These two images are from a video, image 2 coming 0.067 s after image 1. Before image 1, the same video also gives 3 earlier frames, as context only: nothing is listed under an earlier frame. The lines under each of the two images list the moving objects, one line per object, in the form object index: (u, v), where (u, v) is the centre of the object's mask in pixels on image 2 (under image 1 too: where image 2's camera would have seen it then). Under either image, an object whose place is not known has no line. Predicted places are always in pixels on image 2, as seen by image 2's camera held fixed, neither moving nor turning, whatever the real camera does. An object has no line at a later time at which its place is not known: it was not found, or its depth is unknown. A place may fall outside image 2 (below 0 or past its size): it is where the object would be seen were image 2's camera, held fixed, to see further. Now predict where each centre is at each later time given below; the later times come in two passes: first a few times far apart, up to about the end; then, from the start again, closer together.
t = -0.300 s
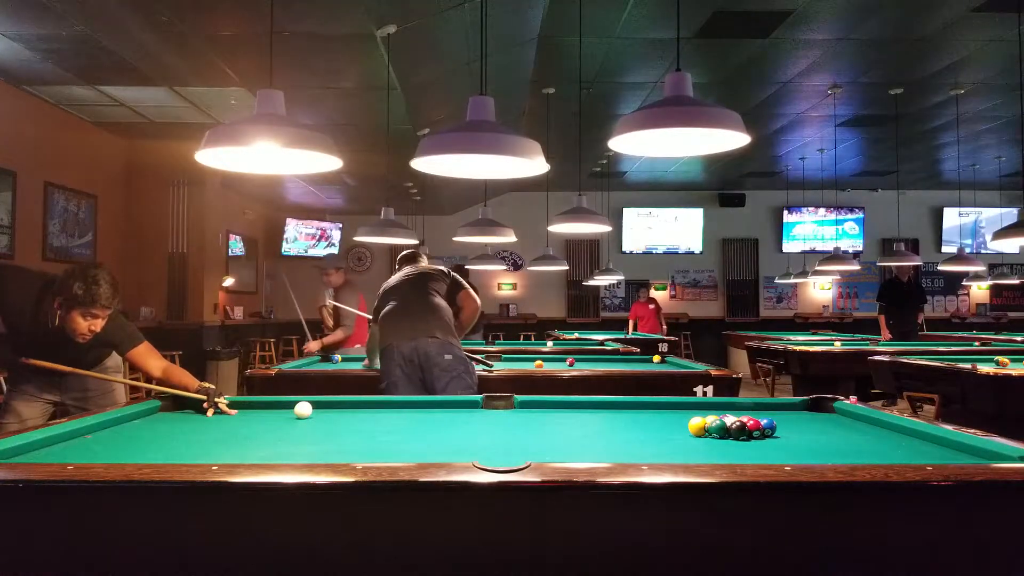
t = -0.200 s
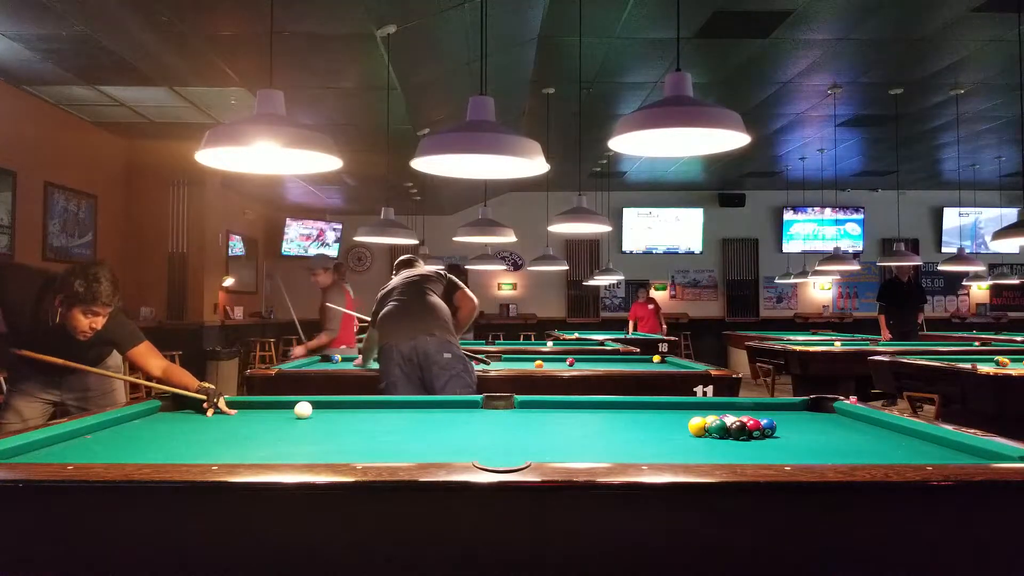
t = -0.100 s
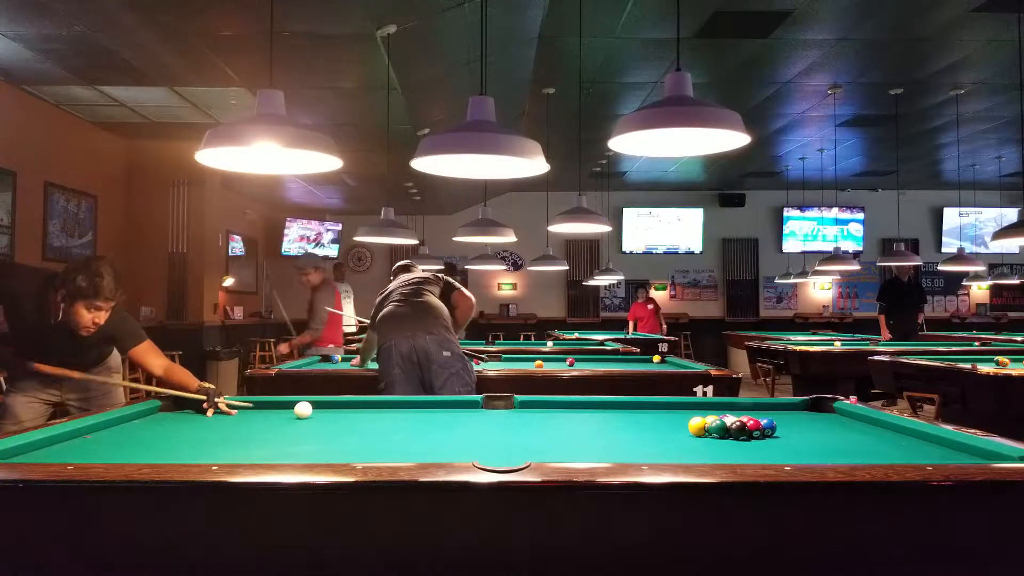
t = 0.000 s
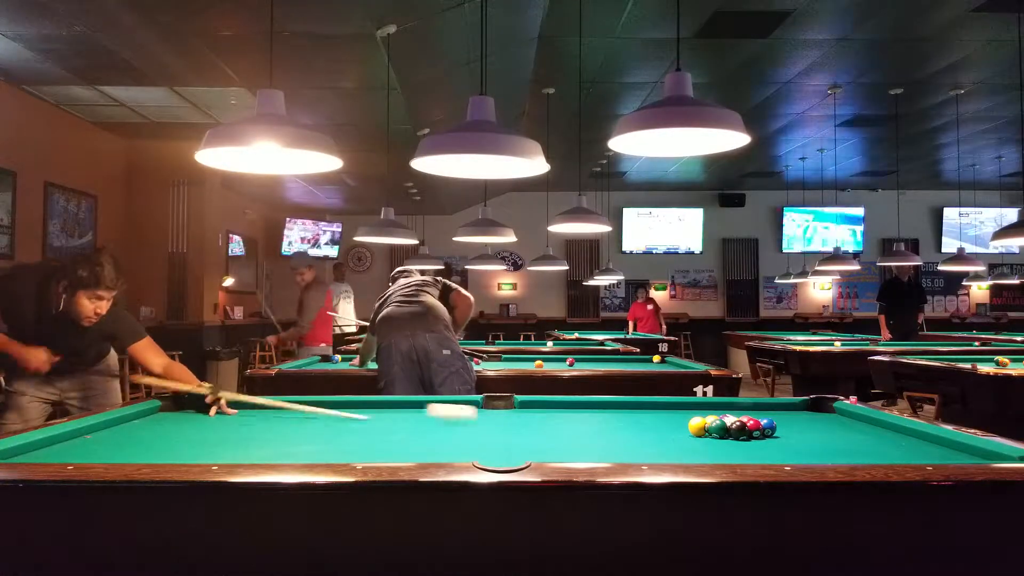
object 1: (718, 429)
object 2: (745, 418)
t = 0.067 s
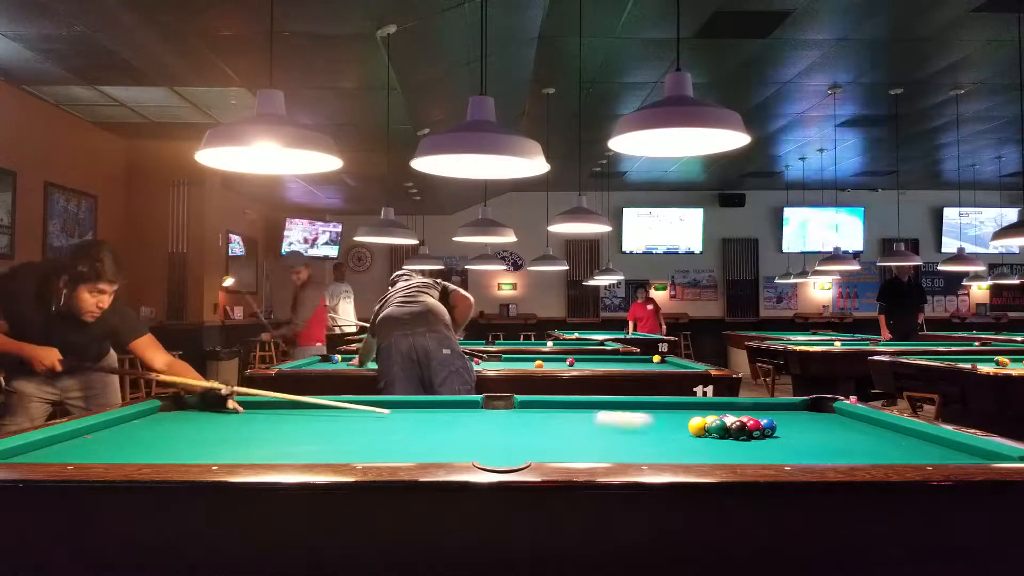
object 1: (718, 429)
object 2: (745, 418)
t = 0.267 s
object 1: (728, 441)
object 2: (825, 421)
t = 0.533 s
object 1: (740, 454)
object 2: (826, 415)
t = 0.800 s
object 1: (704, 452)
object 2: (756, 413)
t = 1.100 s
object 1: (653, 454)
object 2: (685, 409)
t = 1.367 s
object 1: (610, 455)
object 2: (628, 406)
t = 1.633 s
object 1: (568, 455)
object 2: (576, 404)
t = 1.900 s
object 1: (534, 455)
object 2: (532, 403)
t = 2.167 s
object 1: (504, 458)
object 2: (496, 403)
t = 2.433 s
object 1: (477, 455)
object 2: (462, 404)
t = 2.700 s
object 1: (452, 453)
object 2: (429, 405)
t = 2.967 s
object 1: (430, 452)
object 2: (396, 406)
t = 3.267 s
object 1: (406, 449)
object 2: (360, 407)
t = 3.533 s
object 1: (396, 449)
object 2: (331, 408)
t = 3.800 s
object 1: (380, 450)
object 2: (302, 409)
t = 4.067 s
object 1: (369, 448)
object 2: (306, 409)
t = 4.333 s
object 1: (361, 447)
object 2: (307, 408)
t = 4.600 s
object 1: (354, 444)
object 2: (308, 408)
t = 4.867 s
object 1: (348, 440)
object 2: (308, 408)
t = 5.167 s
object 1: (340, 439)
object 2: (308, 408)
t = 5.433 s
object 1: (335, 439)
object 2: (308, 408)
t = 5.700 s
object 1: (333, 439)
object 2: (308, 408)
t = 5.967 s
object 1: (334, 439)
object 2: (308, 408)
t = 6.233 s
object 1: (334, 439)
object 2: (308, 408)
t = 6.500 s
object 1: (334, 439)
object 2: (308, 408)
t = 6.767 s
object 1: (334, 439)
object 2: (308, 408)
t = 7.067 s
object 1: (334, 439)
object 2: (308, 408)
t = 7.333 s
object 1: (334, 439)
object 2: (308, 408)
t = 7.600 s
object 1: (334, 439)
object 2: (308, 408)
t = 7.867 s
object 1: (334, 439)
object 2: (308, 408)
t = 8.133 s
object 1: (334, 439)
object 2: (308, 408)
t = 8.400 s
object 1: (334, 439)
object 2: (308, 408)
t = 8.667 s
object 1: (334, 439)
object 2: (308, 408)
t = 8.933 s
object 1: (334, 439)
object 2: (308, 408)
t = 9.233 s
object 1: (334, 439)
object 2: (308, 408)
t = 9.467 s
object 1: (334, 439)
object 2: (308, 408)
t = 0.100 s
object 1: (719, 430)
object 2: (749, 419)
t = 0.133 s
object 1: (721, 432)
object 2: (769, 423)
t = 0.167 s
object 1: (723, 434)
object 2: (785, 423)
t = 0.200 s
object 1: (726, 437)
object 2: (799, 422)
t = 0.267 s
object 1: (728, 441)
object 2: (825, 421)
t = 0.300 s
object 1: (730, 443)
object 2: (836, 420)
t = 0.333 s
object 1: (731, 445)
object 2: (847, 420)
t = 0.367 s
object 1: (732, 447)
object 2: (854, 417)
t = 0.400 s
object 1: (734, 449)
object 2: (865, 415)
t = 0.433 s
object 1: (736, 451)
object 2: (855, 416)
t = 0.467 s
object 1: (737, 452)
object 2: (845, 416)
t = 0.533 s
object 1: (740, 454)
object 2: (826, 415)
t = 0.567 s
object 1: (742, 456)
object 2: (817, 415)
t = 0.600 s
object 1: (743, 456)
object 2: (808, 415)
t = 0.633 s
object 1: (736, 456)
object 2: (799, 415)
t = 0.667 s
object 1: (729, 455)
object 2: (790, 414)
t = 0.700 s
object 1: (722, 455)
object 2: (782, 414)
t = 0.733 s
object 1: (716, 454)
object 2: (773, 414)
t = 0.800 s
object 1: (704, 452)
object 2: (756, 413)
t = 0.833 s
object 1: (697, 451)
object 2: (748, 413)
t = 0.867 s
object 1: (691, 452)
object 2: (740, 412)
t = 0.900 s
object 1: (686, 452)
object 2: (731, 412)
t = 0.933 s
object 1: (681, 453)
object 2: (723, 411)
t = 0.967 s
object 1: (675, 453)
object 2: (716, 411)
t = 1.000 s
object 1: (670, 453)
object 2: (708, 410)
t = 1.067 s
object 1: (659, 454)
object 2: (693, 410)
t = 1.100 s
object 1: (653, 454)
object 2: (685, 409)
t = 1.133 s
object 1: (648, 454)
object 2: (678, 409)
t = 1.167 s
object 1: (643, 454)
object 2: (671, 409)
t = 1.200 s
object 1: (637, 454)
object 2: (664, 408)
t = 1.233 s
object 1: (632, 454)
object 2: (657, 407)
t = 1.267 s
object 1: (626, 454)
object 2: (650, 405)
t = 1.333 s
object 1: (616, 454)
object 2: (635, 406)
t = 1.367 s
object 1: (610, 455)
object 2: (628, 406)
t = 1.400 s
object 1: (604, 455)
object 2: (622, 406)
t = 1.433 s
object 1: (599, 455)
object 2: (615, 406)
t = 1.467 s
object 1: (593, 455)
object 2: (609, 405)
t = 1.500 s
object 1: (588, 456)
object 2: (602, 405)
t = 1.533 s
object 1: (583, 455)
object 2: (595, 404)
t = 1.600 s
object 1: (573, 455)
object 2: (583, 404)
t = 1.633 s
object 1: (568, 455)
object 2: (576, 404)
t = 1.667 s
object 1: (564, 455)
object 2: (570, 404)
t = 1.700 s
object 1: (559, 455)
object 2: (564, 403)
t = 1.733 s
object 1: (555, 455)
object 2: (558, 403)
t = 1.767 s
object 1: (550, 455)
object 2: (552, 402)
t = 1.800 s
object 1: (546, 455)
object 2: (546, 402)
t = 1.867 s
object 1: (539, 455)
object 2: (537, 402)
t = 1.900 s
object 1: (534, 455)
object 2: (532, 403)
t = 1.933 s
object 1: (529, 456)
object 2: (528, 403)
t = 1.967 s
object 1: (525, 456)
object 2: (523, 403)
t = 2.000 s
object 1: (521, 457)
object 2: (519, 402)
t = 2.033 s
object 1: (517, 457)
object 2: (515, 403)
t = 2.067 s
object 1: (514, 457)
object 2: (511, 403)
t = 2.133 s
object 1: (507, 458)
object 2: (501, 403)
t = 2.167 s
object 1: (504, 458)
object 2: (496, 403)
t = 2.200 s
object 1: (500, 458)
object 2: (493, 399)
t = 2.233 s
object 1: (497, 457)
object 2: (487, 404)
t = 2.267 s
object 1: (493, 457)
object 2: (483, 404)
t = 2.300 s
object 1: (490, 457)
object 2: (479, 404)
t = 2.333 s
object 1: (487, 456)
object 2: (475, 404)
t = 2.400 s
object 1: (480, 455)
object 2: (466, 405)
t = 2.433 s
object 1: (477, 455)
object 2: (462, 404)
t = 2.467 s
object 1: (474, 454)
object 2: (458, 405)
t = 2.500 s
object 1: (470, 453)
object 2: (454, 405)
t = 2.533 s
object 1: (467, 453)
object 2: (449, 405)
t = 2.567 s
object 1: (464, 453)
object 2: (445, 405)
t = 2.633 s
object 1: (457, 453)
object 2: (437, 405)
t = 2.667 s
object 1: (455, 453)
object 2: (433, 405)
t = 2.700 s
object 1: (452, 453)
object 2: (429, 405)
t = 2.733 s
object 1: (449, 452)
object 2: (424, 405)
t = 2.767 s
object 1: (446, 452)
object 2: (420, 405)
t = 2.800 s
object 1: (443, 452)
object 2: (416, 406)
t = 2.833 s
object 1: (440, 452)
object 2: (412, 406)
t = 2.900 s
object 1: (435, 452)
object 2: (404, 406)
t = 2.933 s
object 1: (432, 452)
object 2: (400, 406)
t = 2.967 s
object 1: (430, 452)
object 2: (396, 406)
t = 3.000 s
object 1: (427, 452)
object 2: (392, 406)
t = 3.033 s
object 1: (425, 452)
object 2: (388, 406)
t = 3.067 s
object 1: (422, 452)
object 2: (384, 406)
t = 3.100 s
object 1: (420, 452)
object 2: (380, 406)
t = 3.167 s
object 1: (415, 451)
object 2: (372, 406)
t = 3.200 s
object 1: (410, 451)
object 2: (368, 407)
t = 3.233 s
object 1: (408, 450)
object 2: (364, 407)
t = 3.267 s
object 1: (406, 449)
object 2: (360, 407)
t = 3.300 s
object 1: (404, 449)
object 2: (357, 407)
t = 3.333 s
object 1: (402, 448)
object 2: (353, 407)
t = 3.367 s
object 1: (402, 447)
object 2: (349, 407)
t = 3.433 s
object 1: (401, 448)
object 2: (341, 408)
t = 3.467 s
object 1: (400, 449)
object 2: (338, 408)
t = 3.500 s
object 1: (398, 449)
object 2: (334, 408)
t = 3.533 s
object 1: (396, 449)
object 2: (331, 408)
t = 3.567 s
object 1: (394, 449)
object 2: (327, 408)
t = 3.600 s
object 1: (392, 449)
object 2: (323, 408)
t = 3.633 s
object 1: (390, 450)
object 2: (320, 408)
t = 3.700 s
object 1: (385, 450)
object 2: (312, 409)
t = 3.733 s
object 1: (383, 450)
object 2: (309, 409)
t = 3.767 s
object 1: (381, 450)
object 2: (305, 409)
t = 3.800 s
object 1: (380, 450)
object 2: (302, 409)
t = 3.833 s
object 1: (378, 450)
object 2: (303, 409)
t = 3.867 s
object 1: (377, 450)
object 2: (303, 409)
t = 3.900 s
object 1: (375, 449)
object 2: (304, 409)
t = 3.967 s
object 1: (373, 449)
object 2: (305, 409)
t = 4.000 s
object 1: (371, 449)
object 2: (305, 409)
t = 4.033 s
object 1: (370, 448)
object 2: (305, 409)
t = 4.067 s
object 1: (369, 448)
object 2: (306, 409)
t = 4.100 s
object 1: (368, 448)
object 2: (306, 408)
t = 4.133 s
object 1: (367, 448)
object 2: (306, 408)
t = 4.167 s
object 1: (366, 448)
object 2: (307, 408)
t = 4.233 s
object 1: (364, 447)
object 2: (307, 408)
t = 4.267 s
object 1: (363, 447)
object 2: (307, 408)
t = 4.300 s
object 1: (362, 447)
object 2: (307, 408)
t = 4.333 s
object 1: (361, 447)
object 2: (307, 408)
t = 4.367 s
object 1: (360, 447)
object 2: (307, 408)
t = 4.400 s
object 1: (359, 446)
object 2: (308, 408)
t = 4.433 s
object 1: (359, 446)
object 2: (308, 408)
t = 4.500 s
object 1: (357, 446)
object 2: (308, 408)
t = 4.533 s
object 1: (356, 445)
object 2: (308, 408)
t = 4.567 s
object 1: (355, 445)
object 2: (308, 408)
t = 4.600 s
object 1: (354, 444)
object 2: (308, 408)
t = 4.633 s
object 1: (354, 444)
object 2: (308, 408)
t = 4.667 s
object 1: (352, 443)
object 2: (308, 408)
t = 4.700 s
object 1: (352, 443)
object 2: (308, 408)
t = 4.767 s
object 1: (351, 442)
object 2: (308, 408)
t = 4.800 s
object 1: (350, 441)
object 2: (308, 408)
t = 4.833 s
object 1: (349, 441)
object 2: (308, 408)
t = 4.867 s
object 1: (348, 440)
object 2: (308, 408)
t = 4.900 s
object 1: (347, 440)
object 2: (308, 408)
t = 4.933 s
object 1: (346, 440)
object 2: (308, 408)
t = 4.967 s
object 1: (345, 439)
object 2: (308, 408)
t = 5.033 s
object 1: (343, 439)
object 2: (308, 408)
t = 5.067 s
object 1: (343, 439)
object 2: (308, 408)
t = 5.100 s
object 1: (341, 439)
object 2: (308, 408)
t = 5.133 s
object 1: (340, 438)
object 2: (308, 408)
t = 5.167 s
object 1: (340, 439)
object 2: (308, 408)
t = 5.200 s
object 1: (339, 438)
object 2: (308, 408)
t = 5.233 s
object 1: (338, 438)
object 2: (308, 408)
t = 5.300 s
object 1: (337, 438)
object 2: (308, 408)
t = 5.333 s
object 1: (337, 438)
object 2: (308, 408)
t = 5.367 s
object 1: (336, 439)
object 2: (308, 408)
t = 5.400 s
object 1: (335, 439)
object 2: (308, 408)
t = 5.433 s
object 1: (335, 439)
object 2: (308, 408)
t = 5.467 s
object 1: (334, 439)
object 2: (308, 408)
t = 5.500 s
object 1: (334, 439)
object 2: (308, 408)
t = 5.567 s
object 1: (333, 439)
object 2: (308, 408)
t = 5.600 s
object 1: (333, 439)
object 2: (308, 408)
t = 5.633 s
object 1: (333, 439)
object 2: (308, 408)
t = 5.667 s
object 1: (333, 439)
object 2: (308, 408)
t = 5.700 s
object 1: (333, 439)
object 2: (308, 408)
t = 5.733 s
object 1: (333, 439)
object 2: (308, 408)
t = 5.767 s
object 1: (333, 439)
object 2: (308, 408)
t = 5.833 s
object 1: (334, 439)
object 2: (308, 408)
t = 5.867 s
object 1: (334, 439)
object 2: (308, 408)
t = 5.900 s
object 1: (334, 439)
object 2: (308, 408)
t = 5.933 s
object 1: (334, 439)
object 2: (308, 408)
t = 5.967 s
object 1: (334, 439)
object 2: (308, 408)
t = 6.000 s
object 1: (334, 439)
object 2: (308, 408)
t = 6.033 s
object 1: (334, 439)
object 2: (308, 408)
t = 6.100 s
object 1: (334, 439)
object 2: (308, 408)
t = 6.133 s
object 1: (334, 439)
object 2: (308, 408)
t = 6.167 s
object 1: (334, 439)
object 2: (308, 408)
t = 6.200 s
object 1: (334, 439)
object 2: (308, 408)
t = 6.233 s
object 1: (334, 439)
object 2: (308, 408)
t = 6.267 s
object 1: (334, 439)
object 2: (308, 408)
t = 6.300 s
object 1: (334, 439)
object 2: (308, 408)
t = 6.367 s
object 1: (334, 439)
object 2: (308, 408)
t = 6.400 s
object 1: (334, 439)
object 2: (308, 408)
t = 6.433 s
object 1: (334, 439)
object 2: (308, 408)
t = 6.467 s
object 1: (334, 439)
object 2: (308, 408)
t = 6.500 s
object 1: (334, 439)
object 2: (308, 408)
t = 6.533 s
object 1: (334, 439)
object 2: (308, 408)
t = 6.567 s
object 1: (334, 439)
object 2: (308, 408)
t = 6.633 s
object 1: (334, 439)
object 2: (308, 408)
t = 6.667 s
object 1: (334, 439)
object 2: (308, 408)
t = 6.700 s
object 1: (334, 439)
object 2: (308, 408)
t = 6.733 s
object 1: (334, 439)
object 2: (308, 408)
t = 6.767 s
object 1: (334, 439)
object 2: (308, 408)
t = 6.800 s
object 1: (334, 439)
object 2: (308, 408)
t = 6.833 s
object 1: (334, 439)
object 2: (308, 408)
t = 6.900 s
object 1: (334, 439)
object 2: (308, 408)
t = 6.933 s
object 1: (334, 439)
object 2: (308, 408)
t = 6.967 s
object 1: (334, 439)
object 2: (308, 408)
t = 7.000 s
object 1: (334, 439)
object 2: (308, 408)
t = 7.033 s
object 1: (334, 439)
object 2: (308, 408)
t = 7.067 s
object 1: (334, 439)
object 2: (308, 408)
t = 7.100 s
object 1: (334, 439)
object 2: (308, 408)
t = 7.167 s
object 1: (334, 439)
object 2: (308, 408)
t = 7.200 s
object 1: (334, 439)
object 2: (308, 408)
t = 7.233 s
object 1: (334, 439)
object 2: (308, 408)
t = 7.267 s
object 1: (334, 439)
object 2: (308, 408)
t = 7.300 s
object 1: (334, 439)
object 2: (308, 408)
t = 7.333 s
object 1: (334, 439)
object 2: (308, 408)
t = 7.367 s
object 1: (334, 439)
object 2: (308, 408)
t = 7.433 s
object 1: (334, 439)
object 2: (308, 408)
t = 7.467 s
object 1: (334, 439)
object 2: (308, 408)
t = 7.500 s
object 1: (334, 439)
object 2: (308, 408)
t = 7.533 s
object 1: (334, 439)
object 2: (308, 408)
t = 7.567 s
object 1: (334, 439)
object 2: (308, 408)
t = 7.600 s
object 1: (334, 439)
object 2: (308, 408)
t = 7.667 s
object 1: (334, 439)
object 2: (308, 408)
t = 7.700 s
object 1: (334, 439)
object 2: (308, 408)
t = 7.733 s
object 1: (334, 439)
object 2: (308, 408)
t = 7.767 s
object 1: (334, 439)
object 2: (308, 408)
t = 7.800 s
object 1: (334, 439)
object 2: (308, 408)
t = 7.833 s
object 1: (334, 439)
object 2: (308, 408)
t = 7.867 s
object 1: (334, 439)
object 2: (308, 408)
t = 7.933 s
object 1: (334, 439)
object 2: (308, 408)
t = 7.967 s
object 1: (334, 439)
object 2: (308, 408)
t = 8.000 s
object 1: (334, 439)
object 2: (308, 408)
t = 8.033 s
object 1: (334, 439)
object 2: (308, 408)
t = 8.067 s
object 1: (334, 439)
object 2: (308, 408)
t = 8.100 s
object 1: (334, 439)
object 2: (308, 408)
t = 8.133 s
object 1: (334, 439)
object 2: (308, 408)
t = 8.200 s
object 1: (334, 439)
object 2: (308, 408)
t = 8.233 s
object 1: (334, 439)
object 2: (308, 408)
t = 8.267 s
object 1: (334, 439)
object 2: (308, 408)
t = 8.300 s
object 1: (334, 439)
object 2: (308, 408)
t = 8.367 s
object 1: (334, 439)
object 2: (308, 408)
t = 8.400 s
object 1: (334, 439)
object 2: (308, 408)
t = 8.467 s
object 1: (334, 439)
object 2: (308, 408)
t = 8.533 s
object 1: (334, 439)
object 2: (308, 408)
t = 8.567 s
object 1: (334, 439)
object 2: (308, 408)
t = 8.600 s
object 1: (334, 439)
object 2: (308, 408)
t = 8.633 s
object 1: (334, 439)
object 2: (308, 408)
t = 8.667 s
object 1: (334, 439)
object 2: (308, 408)
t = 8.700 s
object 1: (334, 439)
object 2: (308, 408)
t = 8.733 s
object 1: (334, 439)
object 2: (308, 408)
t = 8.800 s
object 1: (334, 439)
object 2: (308, 408)
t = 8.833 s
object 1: (334, 439)
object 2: (308, 408)
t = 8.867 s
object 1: (334, 439)
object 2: (308, 408)
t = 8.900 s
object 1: (334, 439)
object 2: (308, 408)
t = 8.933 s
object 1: (334, 439)
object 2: (308, 408)
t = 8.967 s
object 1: (334, 439)
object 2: (308, 408)
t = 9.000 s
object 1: (334, 439)
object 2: (308, 408)
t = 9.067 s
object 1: (334, 439)
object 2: (308, 408)
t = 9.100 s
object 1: (334, 439)
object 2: (308, 408)
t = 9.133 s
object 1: (334, 439)
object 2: (308, 408)
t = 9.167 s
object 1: (334, 439)
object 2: (308, 408)
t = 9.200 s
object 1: (334, 439)
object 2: (308, 408)
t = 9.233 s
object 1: (334, 439)
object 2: (308, 408)
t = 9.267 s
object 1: (334, 439)
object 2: (308, 408)
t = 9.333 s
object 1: (334, 439)
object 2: (308, 408)
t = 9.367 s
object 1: (334, 439)
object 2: (308, 408)
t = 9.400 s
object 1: (334, 439)
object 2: (308, 408)
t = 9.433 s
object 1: (334, 439)
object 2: (308, 408)
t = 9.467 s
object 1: (334, 439)
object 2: (308, 408)
